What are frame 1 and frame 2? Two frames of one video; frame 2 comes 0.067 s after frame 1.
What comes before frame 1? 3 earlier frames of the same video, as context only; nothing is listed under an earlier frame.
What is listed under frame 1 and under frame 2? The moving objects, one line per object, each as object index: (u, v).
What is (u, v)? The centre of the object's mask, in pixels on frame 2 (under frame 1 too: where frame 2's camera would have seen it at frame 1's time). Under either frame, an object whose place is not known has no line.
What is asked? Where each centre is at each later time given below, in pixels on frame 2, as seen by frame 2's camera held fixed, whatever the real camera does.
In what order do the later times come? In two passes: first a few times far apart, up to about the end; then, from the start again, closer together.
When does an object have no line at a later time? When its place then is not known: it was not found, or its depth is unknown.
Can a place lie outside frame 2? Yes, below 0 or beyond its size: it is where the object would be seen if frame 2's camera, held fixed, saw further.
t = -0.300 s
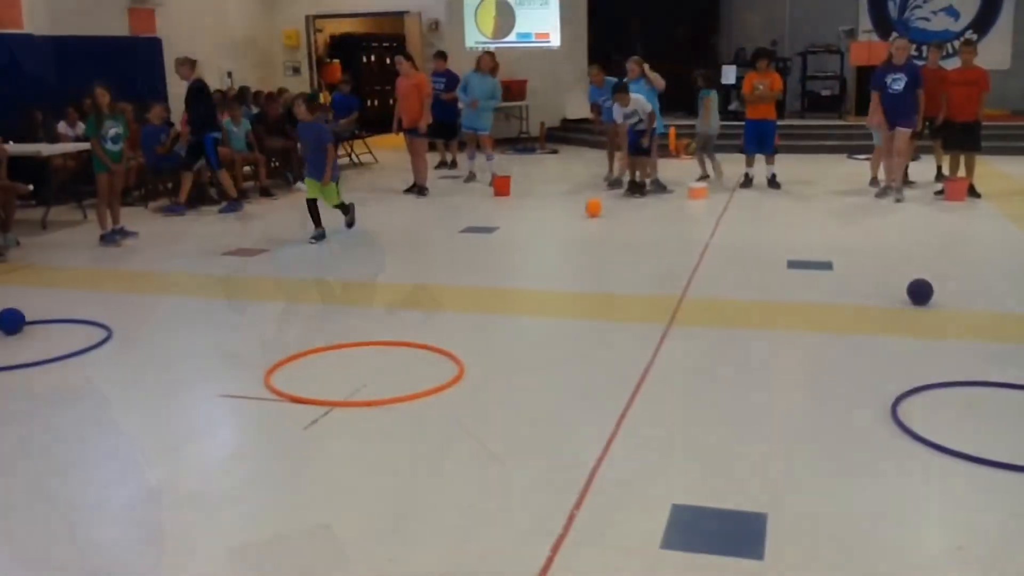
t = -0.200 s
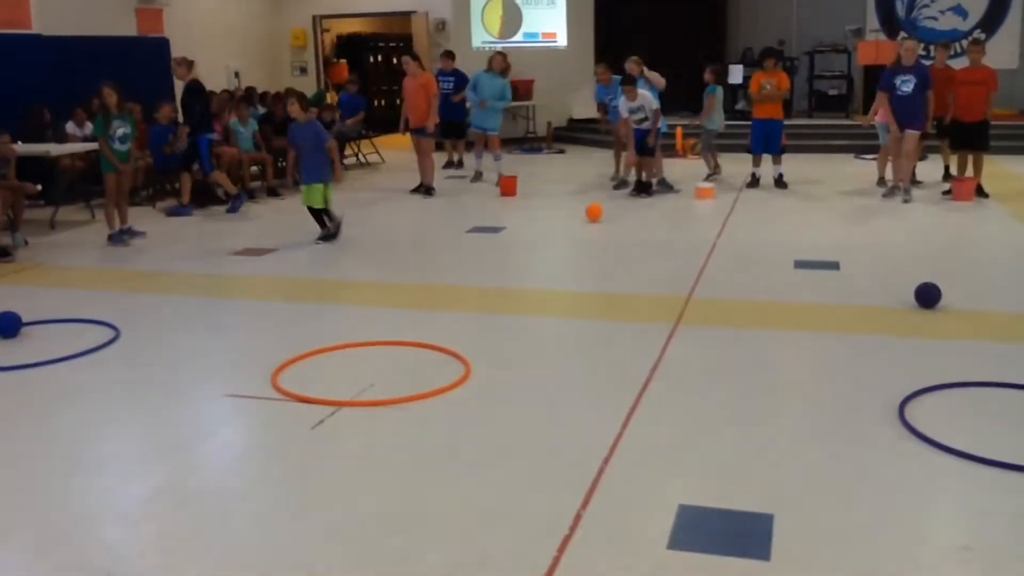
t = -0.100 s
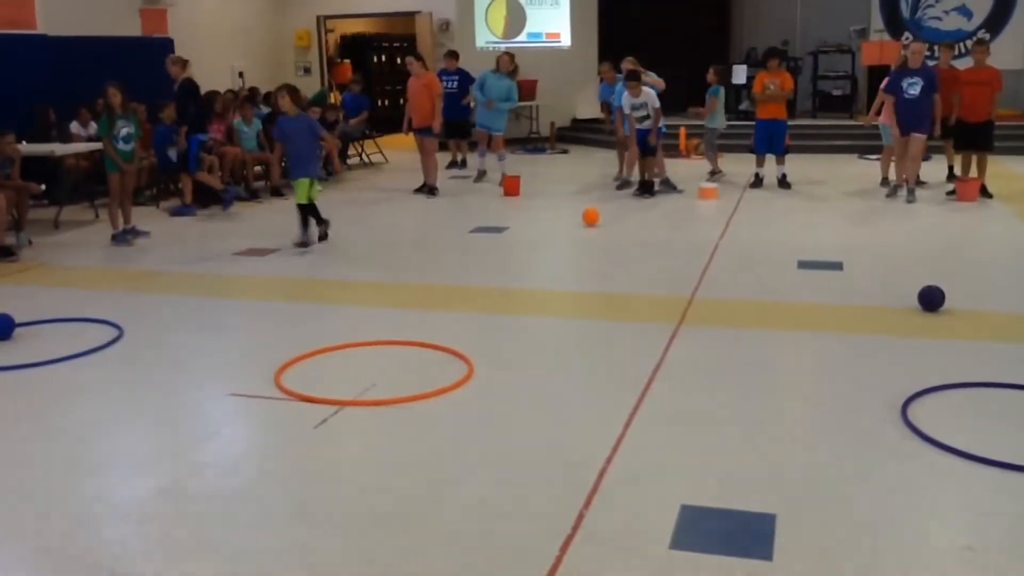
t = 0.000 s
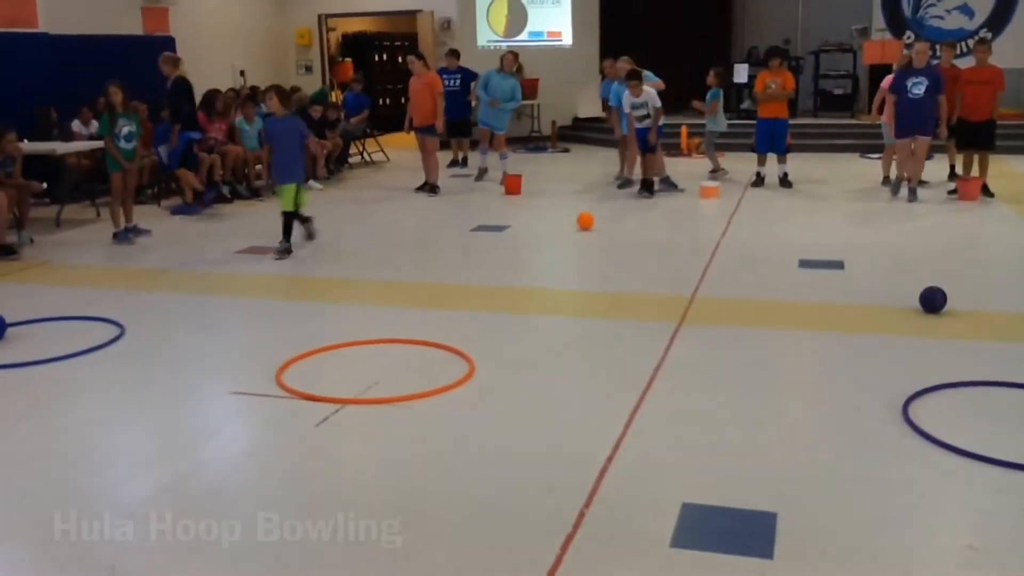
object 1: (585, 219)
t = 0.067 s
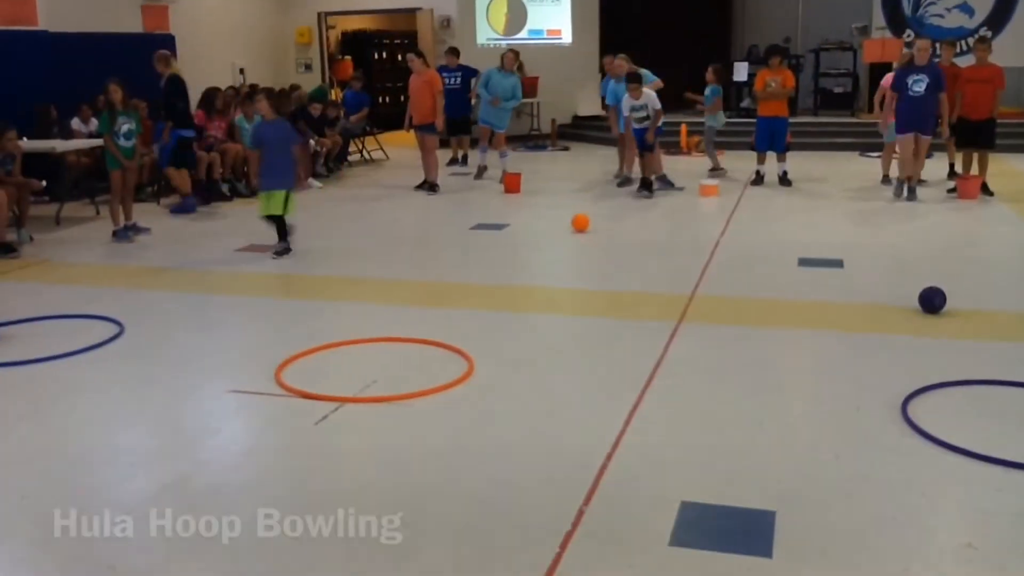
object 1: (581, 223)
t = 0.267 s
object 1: (567, 232)
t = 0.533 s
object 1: (548, 245)
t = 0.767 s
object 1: (529, 258)
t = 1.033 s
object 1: (506, 274)
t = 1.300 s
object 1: (483, 291)
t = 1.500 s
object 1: (462, 306)
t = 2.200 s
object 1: (410, 351)
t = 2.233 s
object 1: (408, 352)
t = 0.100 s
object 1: (578, 224)
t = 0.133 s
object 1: (576, 226)
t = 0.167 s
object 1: (573, 227)
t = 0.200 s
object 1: (571, 230)
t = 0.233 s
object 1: (570, 231)
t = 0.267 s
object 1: (567, 232)
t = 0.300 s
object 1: (564, 234)
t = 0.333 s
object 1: (562, 235)
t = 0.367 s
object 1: (560, 237)
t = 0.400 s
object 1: (557, 238)
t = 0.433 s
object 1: (555, 240)
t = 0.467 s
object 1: (552, 242)
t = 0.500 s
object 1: (550, 243)
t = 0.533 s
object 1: (548, 245)
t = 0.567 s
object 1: (545, 247)
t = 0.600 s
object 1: (543, 248)
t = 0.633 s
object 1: (540, 250)
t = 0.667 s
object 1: (537, 252)
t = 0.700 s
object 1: (534, 254)
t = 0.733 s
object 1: (532, 256)
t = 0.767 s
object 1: (529, 258)
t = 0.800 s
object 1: (526, 260)
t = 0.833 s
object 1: (524, 262)
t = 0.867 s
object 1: (520, 264)
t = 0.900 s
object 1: (518, 266)
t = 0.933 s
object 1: (515, 268)
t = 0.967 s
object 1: (512, 270)
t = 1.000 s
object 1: (509, 272)
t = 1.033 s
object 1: (506, 274)
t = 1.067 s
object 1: (503, 277)
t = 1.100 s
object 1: (501, 279)
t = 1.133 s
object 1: (498, 281)
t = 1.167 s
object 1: (494, 283)
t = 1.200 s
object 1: (491, 285)
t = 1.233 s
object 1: (488, 288)
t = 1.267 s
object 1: (486, 289)
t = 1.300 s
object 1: (483, 291)
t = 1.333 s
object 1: (479, 293)
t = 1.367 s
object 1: (476, 295)
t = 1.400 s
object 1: (473, 298)
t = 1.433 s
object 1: (469, 301)
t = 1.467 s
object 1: (466, 304)
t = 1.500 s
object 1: (462, 306)
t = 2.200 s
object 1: (410, 351)
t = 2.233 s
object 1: (408, 352)
